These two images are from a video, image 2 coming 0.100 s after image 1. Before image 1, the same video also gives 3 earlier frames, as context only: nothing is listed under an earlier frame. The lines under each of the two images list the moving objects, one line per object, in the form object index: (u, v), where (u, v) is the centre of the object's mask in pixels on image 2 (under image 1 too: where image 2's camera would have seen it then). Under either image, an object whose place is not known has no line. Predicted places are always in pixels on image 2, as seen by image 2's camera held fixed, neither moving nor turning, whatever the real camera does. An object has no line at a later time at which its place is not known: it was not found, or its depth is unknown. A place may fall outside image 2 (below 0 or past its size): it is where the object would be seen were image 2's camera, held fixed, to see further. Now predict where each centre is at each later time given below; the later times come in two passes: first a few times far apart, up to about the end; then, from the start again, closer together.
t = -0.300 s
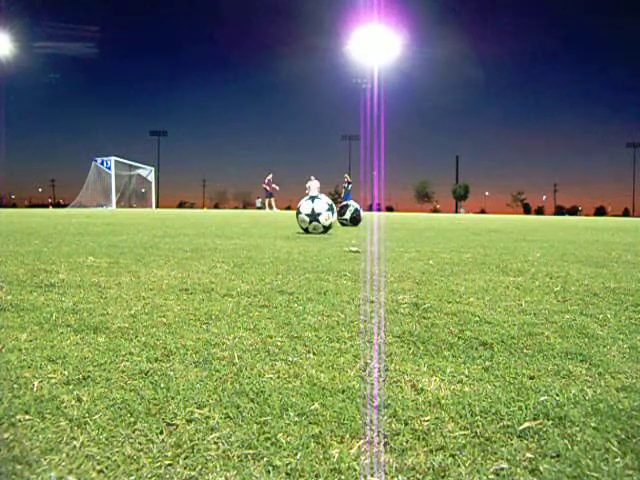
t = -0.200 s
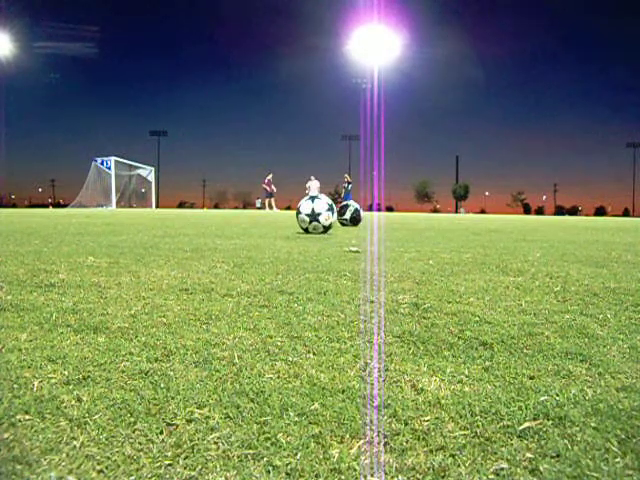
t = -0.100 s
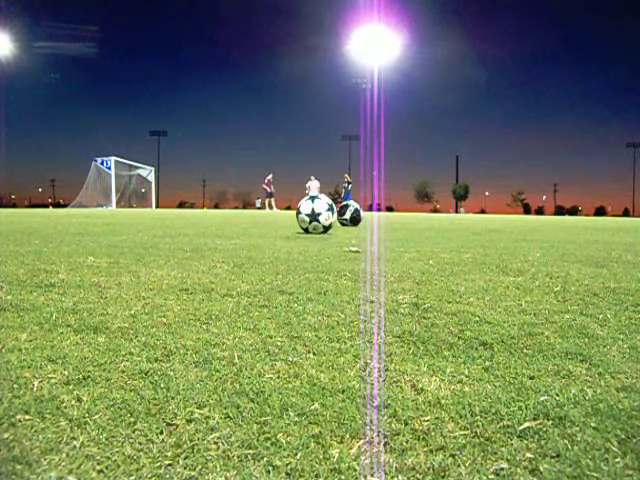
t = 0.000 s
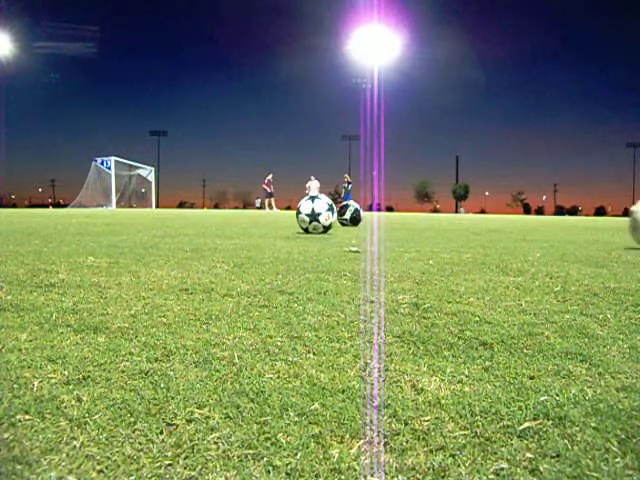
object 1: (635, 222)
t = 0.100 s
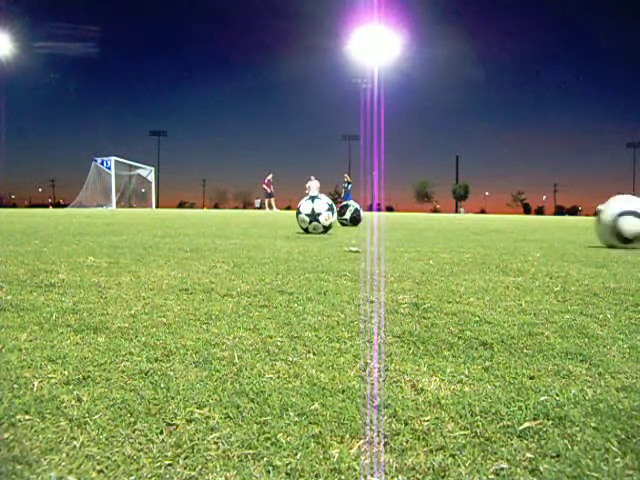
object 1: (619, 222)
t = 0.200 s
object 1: (592, 220)
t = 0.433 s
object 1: (528, 219)
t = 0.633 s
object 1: (486, 218)
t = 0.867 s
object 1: (445, 216)
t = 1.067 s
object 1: (417, 216)
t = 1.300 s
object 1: (392, 215)
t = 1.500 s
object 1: (379, 215)
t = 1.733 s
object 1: (369, 214)
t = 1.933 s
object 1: (362, 214)
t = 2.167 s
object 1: (358, 214)
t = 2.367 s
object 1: (357, 215)
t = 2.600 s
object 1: (357, 215)
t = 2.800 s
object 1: (357, 215)
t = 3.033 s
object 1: (357, 215)
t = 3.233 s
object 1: (356, 215)
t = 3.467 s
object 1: (356, 215)
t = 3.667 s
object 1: (356, 215)
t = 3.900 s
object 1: (356, 215)
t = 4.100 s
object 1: (357, 215)
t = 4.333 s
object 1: (357, 215)
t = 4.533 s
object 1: (357, 215)
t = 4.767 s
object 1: (357, 215)
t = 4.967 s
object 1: (357, 215)
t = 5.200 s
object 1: (357, 215)
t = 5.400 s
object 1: (357, 215)
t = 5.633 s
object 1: (356, 215)
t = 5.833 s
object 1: (356, 215)
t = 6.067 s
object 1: (357, 215)
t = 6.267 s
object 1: (357, 215)
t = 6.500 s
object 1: (357, 215)
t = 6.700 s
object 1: (357, 215)
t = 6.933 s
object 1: (356, 215)
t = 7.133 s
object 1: (356, 215)
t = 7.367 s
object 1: (356, 215)
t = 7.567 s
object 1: (357, 215)
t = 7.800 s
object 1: (357, 215)
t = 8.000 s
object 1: (357, 215)
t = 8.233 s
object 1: (357, 215)
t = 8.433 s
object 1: (357, 215)
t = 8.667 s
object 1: (357, 215)
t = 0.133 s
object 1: (612, 221)
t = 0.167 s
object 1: (602, 220)
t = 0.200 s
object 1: (592, 220)
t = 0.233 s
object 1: (582, 220)
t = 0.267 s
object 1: (572, 220)
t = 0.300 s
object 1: (562, 220)
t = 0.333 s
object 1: (553, 220)
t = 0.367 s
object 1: (544, 219)
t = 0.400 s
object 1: (536, 219)
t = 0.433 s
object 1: (528, 219)
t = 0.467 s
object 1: (519, 219)
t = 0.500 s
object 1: (512, 219)
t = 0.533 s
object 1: (505, 219)
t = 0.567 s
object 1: (498, 219)
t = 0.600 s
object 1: (492, 219)
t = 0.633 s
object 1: (486, 218)
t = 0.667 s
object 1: (479, 218)
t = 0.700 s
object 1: (473, 218)
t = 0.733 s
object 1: (467, 218)
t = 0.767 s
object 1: (462, 218)
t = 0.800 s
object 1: (456, 218)
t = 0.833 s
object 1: (451, 217)
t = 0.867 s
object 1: (445, 216)
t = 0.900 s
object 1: (440, 216)
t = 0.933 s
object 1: (436, 216)
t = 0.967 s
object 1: (431, 216)
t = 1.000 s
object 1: (426, 216)
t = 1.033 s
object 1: (422, 216)
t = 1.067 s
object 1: (417, 216)
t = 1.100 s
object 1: (413, 216)
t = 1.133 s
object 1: (409, 216)
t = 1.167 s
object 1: (406, 216)
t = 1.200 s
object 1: (402, 216)
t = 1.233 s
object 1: (398, 216)
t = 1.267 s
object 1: (395, 215)
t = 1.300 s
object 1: (392, 215)
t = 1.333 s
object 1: (390, 215)
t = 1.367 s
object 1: (387, 215)
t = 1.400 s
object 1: (385, 215)
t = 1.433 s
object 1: (383, 215)
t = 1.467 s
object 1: (381, 215)
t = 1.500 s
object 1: (379, 215)
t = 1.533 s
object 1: (377, 215)
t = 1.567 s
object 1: (376, 214)
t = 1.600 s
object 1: (374, 214)
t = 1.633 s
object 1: (373, 214)
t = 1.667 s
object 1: (372, 214)
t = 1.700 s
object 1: (370, 214)
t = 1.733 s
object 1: (369, 214)
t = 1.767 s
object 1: (368, 214)
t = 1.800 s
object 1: (367, 214)
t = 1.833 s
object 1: (365, 214)
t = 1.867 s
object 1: (364, 214)
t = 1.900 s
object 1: (363, 214)
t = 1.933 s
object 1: (362, 214)
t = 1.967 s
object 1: (361, 214)
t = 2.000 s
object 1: (360, 214)
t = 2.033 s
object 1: (360, 214)
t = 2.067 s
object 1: (359, 214)
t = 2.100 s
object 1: (358, 214)
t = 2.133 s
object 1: (358, 214)
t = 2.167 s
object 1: (358, 214)
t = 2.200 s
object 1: (357, 215)
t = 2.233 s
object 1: (357, 214)
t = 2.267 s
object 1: (357, 215)
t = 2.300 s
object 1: (357, 215)
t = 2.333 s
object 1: (357, 215)
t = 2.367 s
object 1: (357, 215)
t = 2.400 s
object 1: (357, 215)
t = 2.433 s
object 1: (356, 215)
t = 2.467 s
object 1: (357, 215)
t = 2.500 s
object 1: (357, 215)
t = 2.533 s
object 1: (357, 215)
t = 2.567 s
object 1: (357, 215)
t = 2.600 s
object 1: (357, 215)
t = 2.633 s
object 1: (357, 215)
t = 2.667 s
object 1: (357, 215)
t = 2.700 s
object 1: (357, 215)
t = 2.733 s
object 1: (357, 215)
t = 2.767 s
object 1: (357, 215)
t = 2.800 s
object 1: (357, 215)
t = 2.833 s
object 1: (357, 215)
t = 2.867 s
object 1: (357, 215)
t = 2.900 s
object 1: (357, 215)
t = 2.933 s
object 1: (357, 215)
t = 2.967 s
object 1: (357, 215)
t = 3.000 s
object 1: (357, 215)
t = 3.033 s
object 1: (357, 215)
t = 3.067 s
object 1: (357, 215)
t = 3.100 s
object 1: (357, 215)
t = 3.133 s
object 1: (357, 215)
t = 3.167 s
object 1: (357, 215)
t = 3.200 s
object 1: (357, 215)
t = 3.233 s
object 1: (356, 215)
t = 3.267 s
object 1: (356, 215)
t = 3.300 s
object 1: (356, 215)
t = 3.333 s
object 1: (356, 215)
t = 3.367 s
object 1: (356, 215)
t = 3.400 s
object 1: (356, 215)
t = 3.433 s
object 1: (356, 215)
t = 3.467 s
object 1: (356, 215)
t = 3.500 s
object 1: (356, 215)
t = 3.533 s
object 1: (356, 215)
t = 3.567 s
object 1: (357, 215)
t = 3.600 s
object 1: (357, 215)
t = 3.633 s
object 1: (356, 215)
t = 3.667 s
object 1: (356, 215)
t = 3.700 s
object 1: (356, 215)
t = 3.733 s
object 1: (356, 215)
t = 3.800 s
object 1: (356, 215)
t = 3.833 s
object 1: (356, 215)
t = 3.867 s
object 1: (356, 215)
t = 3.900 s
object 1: (356, 215)
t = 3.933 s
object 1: (356, 215)
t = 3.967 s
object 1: (356, 215)
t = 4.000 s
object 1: (357, 215)
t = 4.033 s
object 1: (357, 215)
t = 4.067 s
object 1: (357, 215)
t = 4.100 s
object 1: (357, 215)
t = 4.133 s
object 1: (357, 215)
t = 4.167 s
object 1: (357, 215)
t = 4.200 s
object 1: (357, 215)
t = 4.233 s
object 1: (357, 215)
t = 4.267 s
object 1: (357, 215)
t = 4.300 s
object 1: (357, 215)
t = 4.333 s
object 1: (357, 215)
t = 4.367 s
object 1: (357, 215)
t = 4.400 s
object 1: (357, 215)
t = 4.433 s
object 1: (357, 215)
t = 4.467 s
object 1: (357, 215)
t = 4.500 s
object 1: (357, 215)
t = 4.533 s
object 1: (357, 215)
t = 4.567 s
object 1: (357, 215)
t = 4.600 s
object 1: (357, 215)
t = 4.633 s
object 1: (357, 215)
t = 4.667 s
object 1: (357, 215)
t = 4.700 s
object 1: (357, 215)
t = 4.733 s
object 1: (357, 215)
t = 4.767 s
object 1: (357, 215)
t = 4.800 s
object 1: (357, 215)
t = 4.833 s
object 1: (357, 215)
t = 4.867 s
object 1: (357, 215)
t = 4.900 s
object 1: (357, 215)
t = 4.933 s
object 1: (357, 215)
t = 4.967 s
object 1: (357, 215)
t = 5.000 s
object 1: (357, 215)
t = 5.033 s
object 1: (357, 215)
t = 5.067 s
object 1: (357, 215)
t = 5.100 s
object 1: (357, 215)
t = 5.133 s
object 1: (357, 215)
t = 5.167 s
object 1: (357, 215)
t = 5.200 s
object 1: (357, 215)
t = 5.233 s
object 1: (357, 215)
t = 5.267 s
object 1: (357, 215)
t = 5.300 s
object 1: (357, 215)
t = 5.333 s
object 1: (357, 215)
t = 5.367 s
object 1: (357, 215)
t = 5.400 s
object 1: (357, 215)
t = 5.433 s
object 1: (357, 215)
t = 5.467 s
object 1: (357, 215)
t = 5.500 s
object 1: (357, 215)
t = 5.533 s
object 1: (357, 215)
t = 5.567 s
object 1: (357, 215)
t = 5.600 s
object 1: (357, 215)
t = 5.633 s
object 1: (356, 215)
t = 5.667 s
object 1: (357, 215)
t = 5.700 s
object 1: (357, 215)
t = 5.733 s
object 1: (357, 215)
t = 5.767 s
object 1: (356, 215)
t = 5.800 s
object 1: (356, 215)
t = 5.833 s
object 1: (356, 215)
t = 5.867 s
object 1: (356, 215)
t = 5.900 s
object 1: (356, 215)
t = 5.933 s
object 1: (357, 215)
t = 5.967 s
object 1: (357, 215)
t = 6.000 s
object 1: (357, 215)
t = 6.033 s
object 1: (357, 215)
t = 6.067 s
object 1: (357, 215)
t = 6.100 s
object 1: (357, 215)
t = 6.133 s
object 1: (357, 215)
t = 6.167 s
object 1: (357, 215)
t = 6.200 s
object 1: (357, 215)
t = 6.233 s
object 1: (357, 215)
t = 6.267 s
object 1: (357, 215)
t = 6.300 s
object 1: (357, 215)
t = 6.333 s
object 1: (357, 215)
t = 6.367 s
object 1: (357, 215)
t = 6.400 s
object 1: (357, 215)
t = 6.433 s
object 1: (357, 215)
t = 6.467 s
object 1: (357, 215)
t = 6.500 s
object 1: (357, 215)
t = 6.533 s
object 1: (357, 215)
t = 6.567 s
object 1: (357, 215)
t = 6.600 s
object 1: (357, 215)
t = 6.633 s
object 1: (357, 215)
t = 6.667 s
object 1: (357, 215)
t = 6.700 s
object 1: (357, 215)
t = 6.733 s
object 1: (357, 215)
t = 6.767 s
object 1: (357, 215)
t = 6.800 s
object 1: (357, 215)
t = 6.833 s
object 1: (357, 215)
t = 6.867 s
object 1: (356, 215)
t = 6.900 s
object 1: (356, 215)
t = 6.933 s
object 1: (356, 215)
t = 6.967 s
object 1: (356, 215)
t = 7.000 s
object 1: (356, 215)
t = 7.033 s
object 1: (356, 215)
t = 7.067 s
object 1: (356, 215)
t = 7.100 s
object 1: (356, 215)
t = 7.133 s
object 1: (356, 215)
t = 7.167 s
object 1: (356, 215)
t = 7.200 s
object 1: (356, 215)
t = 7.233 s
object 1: (356, 215)
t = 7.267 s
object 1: (356, 215)
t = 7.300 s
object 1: (356, 215)
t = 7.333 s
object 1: (356, 215)
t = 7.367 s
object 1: (356, 215)
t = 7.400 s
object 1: (356, 215)
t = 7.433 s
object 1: (356, 215)
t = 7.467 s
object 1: (357, 215)
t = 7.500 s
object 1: (356, 215)
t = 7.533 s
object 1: (356, 215)
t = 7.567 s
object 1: (357, 215)
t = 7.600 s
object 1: (357, 215)
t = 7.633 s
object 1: (357, 215)
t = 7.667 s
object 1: (357, 215)
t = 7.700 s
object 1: (357, 215)
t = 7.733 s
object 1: (357, 215)
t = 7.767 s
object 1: (357, 215)
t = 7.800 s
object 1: (357, 215)
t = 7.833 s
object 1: (357, 215)
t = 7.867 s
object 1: (357, 215)
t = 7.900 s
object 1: (357, 215)
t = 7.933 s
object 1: (357, 215)
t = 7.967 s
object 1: (357, 215)
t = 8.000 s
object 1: (357, 215)
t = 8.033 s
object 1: (357, 215)
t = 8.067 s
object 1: (357, 215)
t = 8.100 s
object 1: (357, 215)
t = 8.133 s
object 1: (357, 215)
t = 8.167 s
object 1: (357, 215)
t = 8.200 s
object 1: (357, 215)
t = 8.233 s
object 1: (357, 215)
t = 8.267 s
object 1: (357, 215)
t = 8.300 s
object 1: (357, 215)
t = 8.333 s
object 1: (357, 215)
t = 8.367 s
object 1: (357, 215)
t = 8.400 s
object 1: (357, 215)
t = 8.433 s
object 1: (357, 215)
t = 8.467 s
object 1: (357, 215)
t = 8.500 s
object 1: (357, 215)
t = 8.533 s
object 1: (357, 215)
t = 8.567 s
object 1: (357, 215)
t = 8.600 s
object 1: (357, 215)
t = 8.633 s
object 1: (357, 215)
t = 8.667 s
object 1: (357, 215)
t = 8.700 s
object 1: (357, 215)
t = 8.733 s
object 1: (357, 215)
